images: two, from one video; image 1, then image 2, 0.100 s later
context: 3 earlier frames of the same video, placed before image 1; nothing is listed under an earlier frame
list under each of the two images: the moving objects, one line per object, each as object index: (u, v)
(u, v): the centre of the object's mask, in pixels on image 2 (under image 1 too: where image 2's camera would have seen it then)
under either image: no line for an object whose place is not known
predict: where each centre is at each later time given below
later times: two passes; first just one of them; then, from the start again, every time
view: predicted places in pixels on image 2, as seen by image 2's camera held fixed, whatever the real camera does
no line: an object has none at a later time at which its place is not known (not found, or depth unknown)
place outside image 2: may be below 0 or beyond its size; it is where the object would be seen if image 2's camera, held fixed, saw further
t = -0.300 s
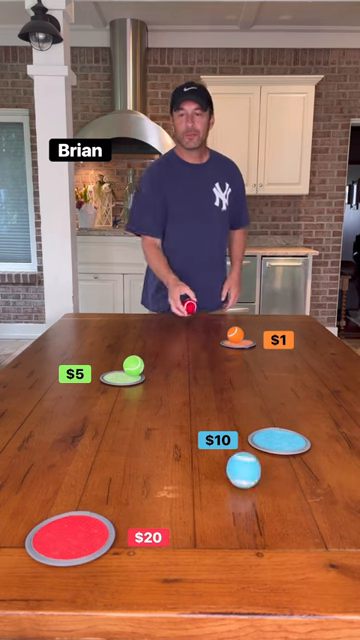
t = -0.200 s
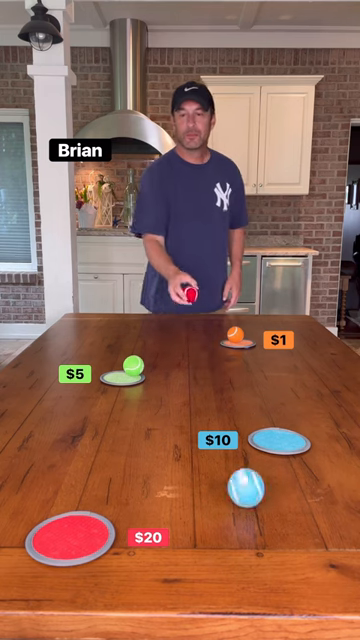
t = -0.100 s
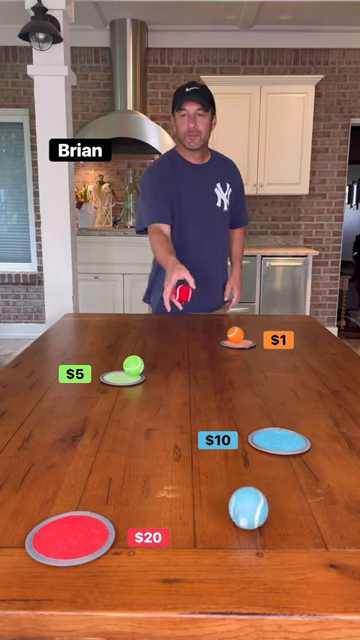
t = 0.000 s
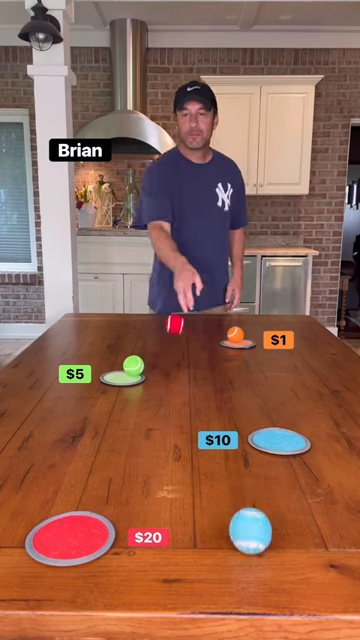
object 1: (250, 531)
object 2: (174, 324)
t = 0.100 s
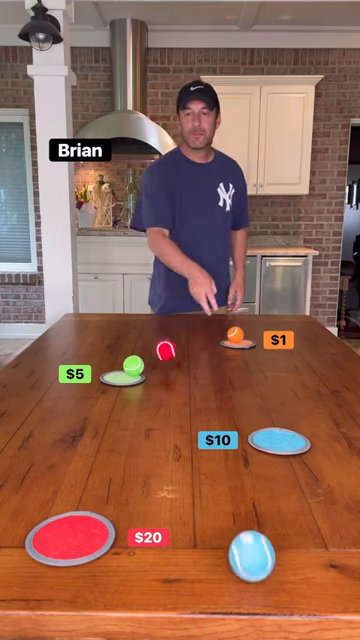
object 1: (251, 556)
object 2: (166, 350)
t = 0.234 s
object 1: (252, 598)
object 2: (153, 349)
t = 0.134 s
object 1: (252, 565)
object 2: (163, 344)
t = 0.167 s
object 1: (252, 575)
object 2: (159, 341)
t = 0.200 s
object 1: (252, 586)
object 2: (156, 343)
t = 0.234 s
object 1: (252, 598)
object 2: (153, 349)
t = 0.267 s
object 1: (252, 616)
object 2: (149, 359)
